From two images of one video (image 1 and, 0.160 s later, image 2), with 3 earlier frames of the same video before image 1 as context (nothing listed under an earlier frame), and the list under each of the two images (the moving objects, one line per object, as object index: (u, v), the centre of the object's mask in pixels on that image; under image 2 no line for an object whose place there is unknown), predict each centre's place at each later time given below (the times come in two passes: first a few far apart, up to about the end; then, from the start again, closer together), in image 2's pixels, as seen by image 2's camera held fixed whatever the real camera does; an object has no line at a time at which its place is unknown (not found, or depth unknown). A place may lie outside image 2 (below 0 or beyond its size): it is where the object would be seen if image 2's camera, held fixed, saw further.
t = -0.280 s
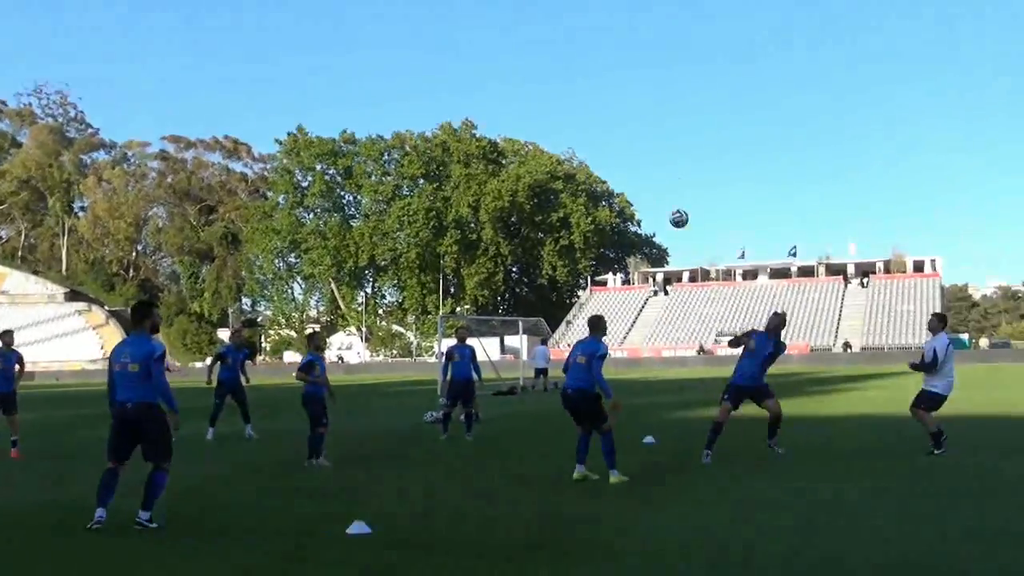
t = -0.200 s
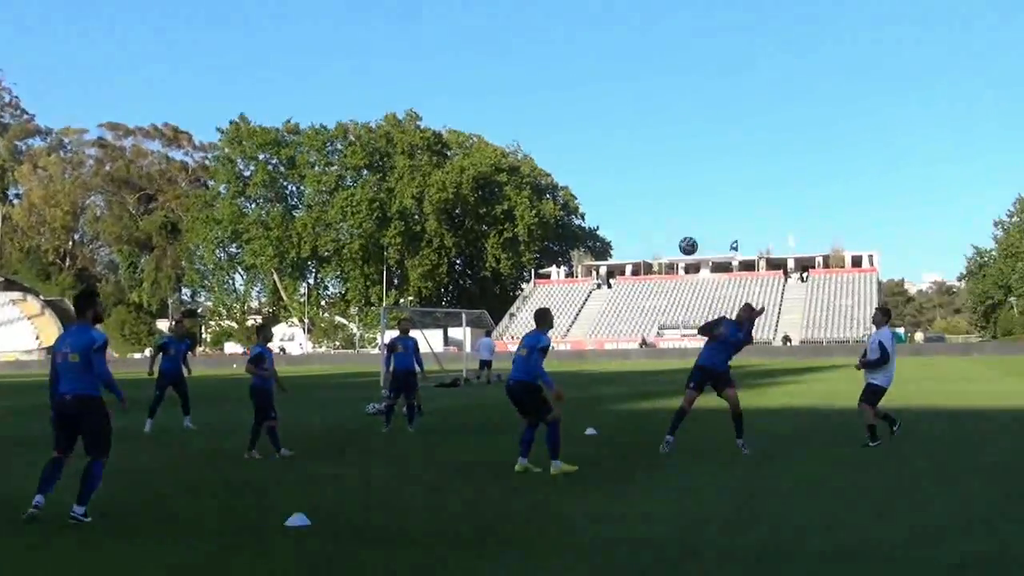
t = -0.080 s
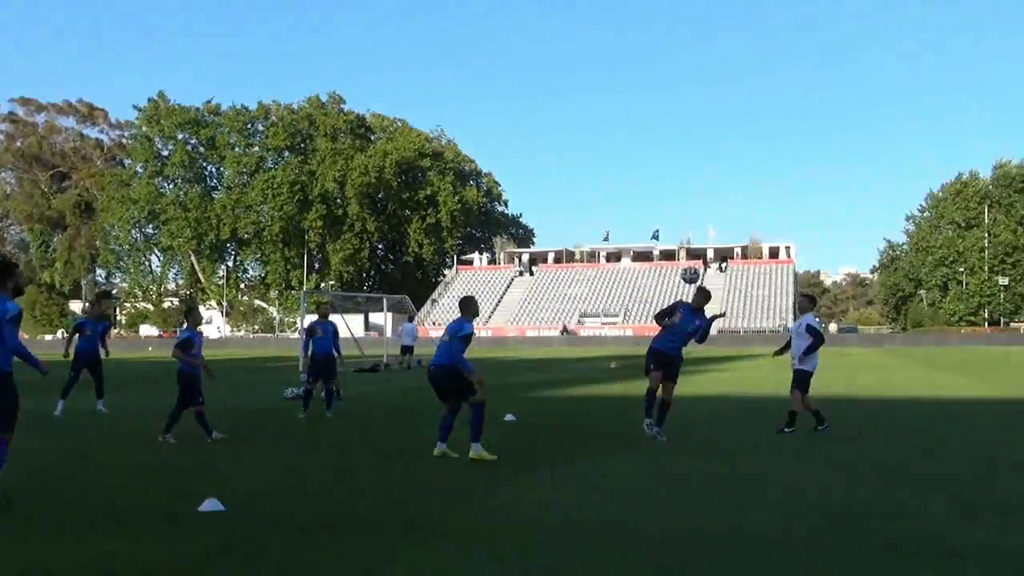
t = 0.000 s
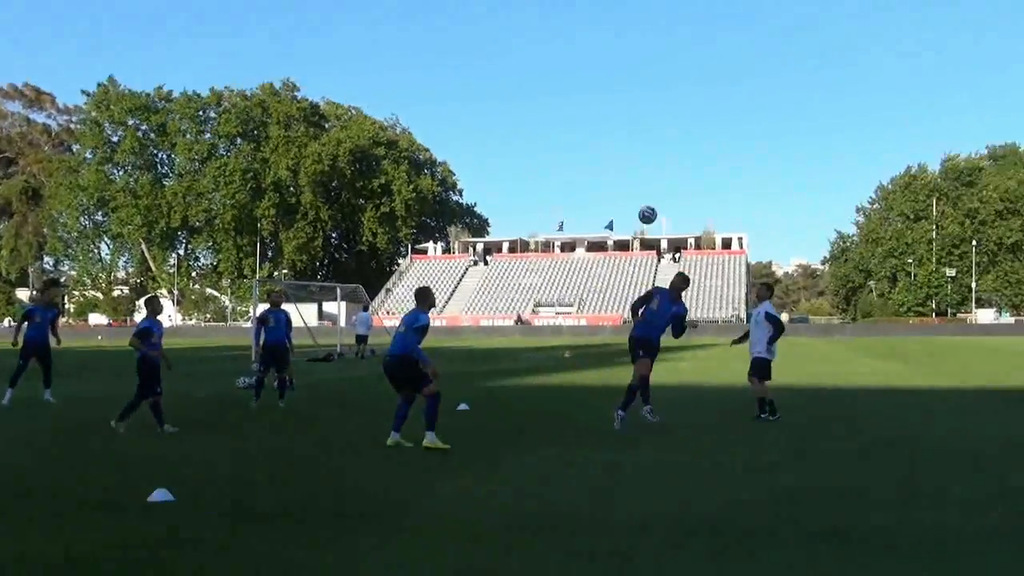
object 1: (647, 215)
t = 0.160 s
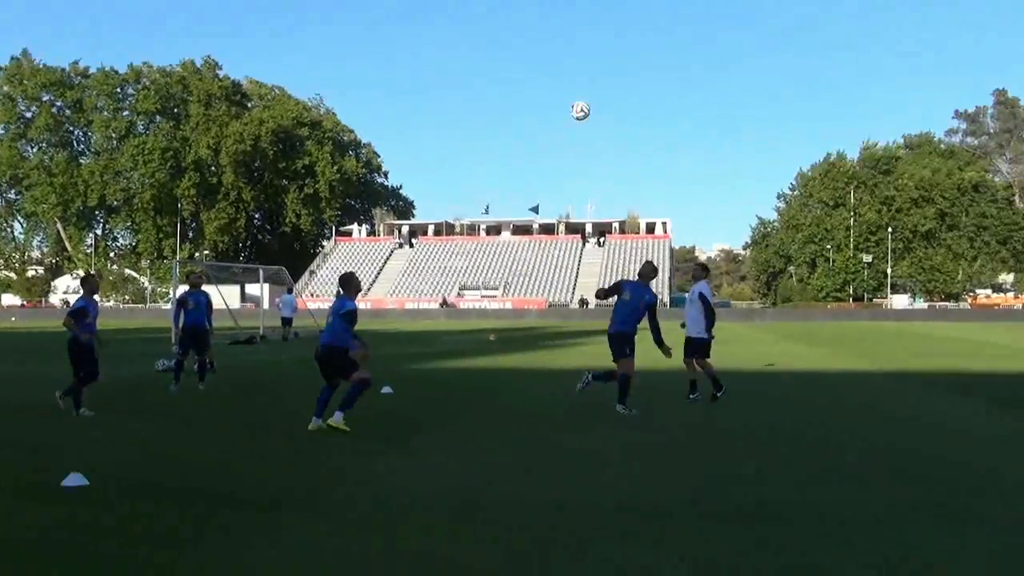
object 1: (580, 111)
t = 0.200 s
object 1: (582, 91)
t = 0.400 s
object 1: (593, 10)
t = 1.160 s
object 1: (643, 5)
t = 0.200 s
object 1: (582, 91)
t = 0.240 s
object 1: (584, 72)
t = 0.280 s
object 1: (586, 55)
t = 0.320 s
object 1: (588, 38)
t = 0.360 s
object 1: (590, 22)
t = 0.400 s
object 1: (593, 10)
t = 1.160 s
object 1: (643, 5)
